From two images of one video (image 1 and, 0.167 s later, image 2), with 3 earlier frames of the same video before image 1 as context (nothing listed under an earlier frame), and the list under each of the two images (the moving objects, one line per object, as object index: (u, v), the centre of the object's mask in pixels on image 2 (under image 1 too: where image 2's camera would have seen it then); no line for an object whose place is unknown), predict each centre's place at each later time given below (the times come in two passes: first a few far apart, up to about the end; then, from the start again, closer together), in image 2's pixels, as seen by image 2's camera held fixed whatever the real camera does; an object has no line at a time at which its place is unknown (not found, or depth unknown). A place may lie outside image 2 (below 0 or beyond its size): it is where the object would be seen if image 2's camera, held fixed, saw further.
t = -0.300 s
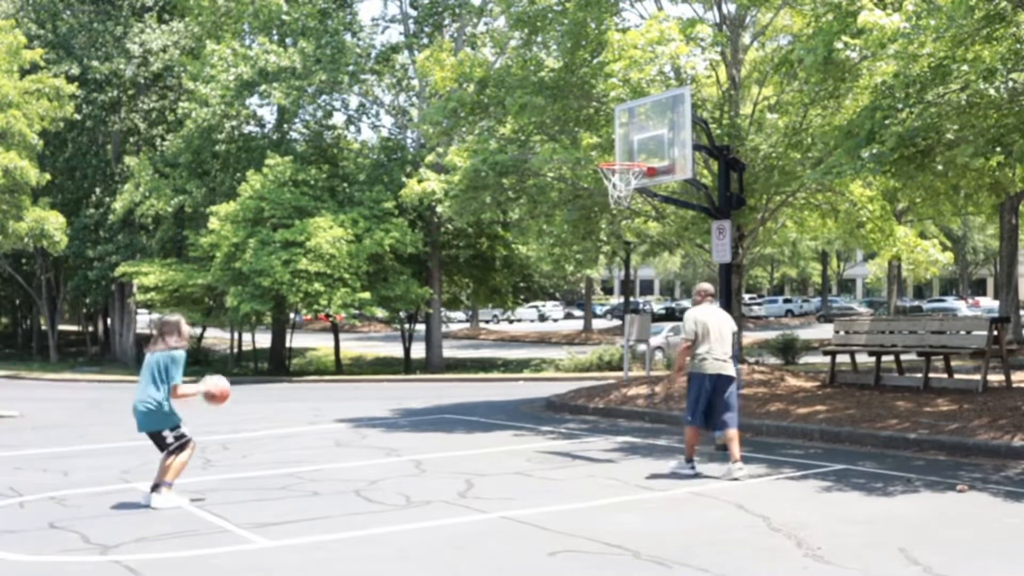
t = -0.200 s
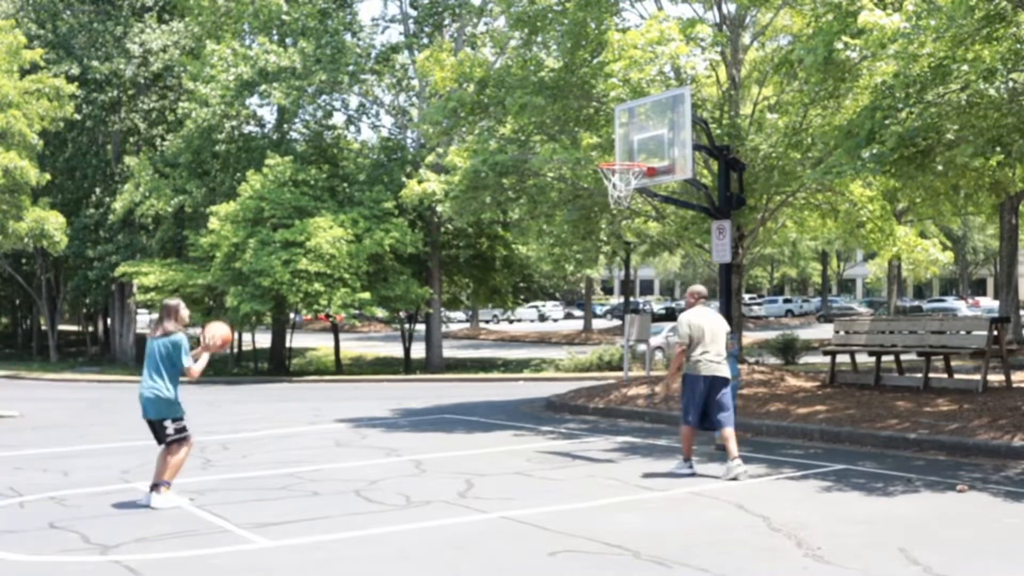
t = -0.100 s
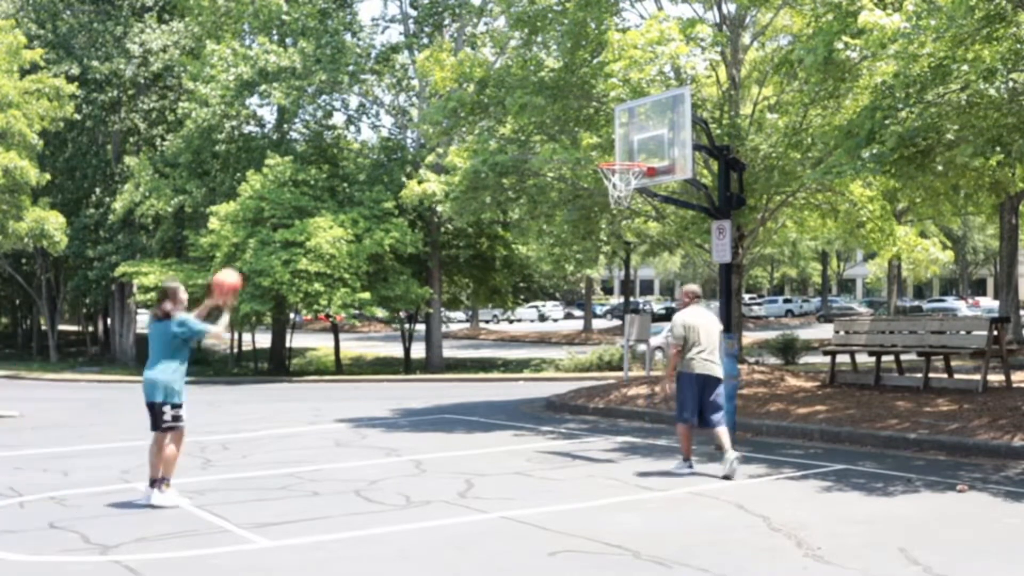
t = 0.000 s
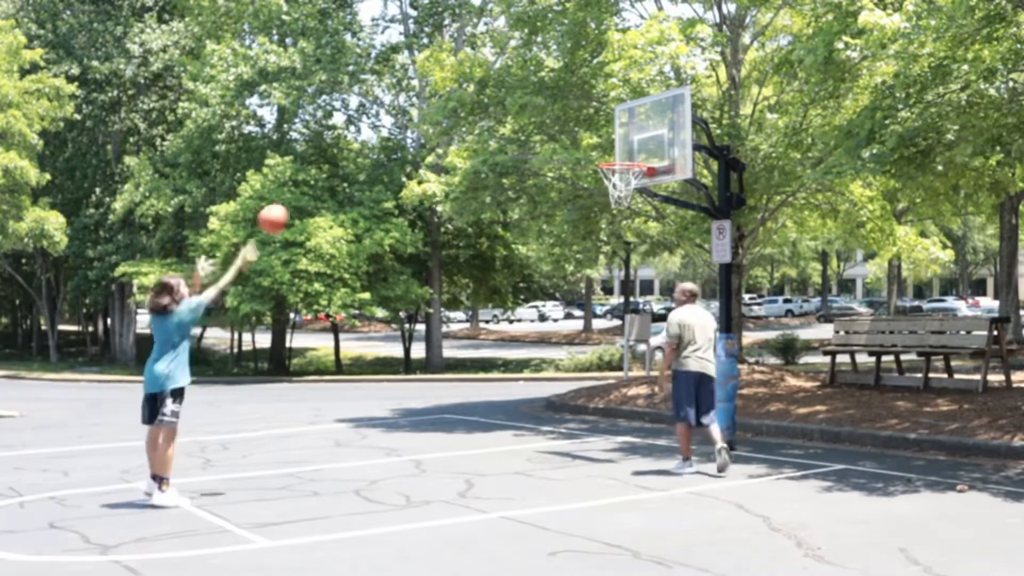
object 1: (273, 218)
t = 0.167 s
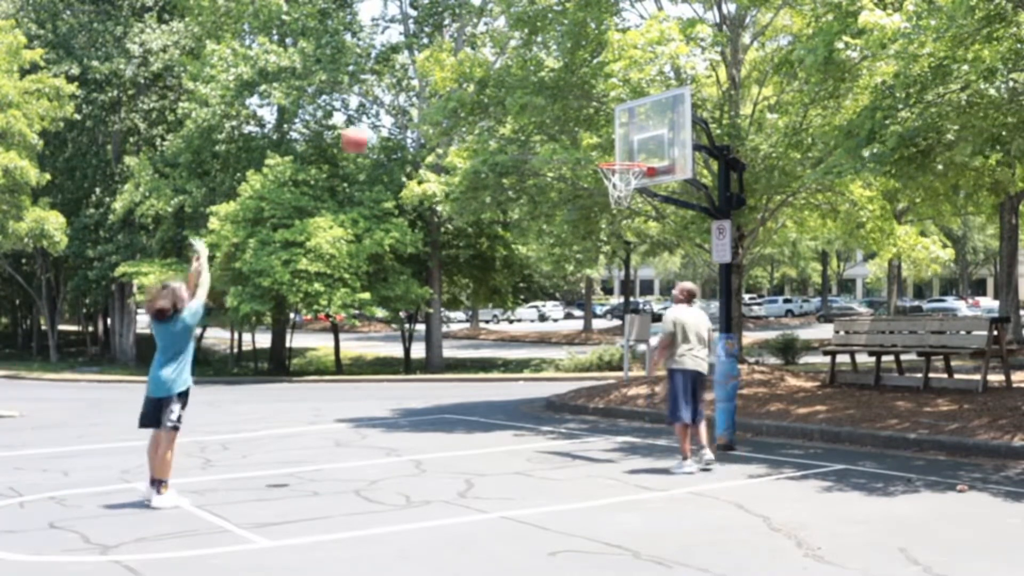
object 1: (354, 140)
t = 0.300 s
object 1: (413, 101)
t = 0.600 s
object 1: (532, 89)
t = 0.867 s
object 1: (622, 147)
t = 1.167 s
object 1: (597, 147)
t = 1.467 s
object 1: (561, 201)
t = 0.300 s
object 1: (413, 101)
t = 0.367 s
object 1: (440, 91)
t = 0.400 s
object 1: (456, 88)
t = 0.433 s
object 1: (469, 85)
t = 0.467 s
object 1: (481, 82)
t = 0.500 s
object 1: (494, 83)
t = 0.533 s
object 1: (507, 83)
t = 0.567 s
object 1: (519, 86)
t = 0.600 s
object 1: (532, 89)
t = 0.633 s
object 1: (543, 93)
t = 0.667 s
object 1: (556, 97)
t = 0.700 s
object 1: (567, 104)
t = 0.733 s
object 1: (578, 110)
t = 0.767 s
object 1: (589, 118)
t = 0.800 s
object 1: (601, 127)
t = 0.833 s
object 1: (611, 136)
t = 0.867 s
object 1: (622, 147)
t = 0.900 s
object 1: (629, 156)
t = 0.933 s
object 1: (625, 155)
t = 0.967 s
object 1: (620, 152)
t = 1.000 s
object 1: (617, 149)
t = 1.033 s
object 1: (612, 147)
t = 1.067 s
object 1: (608, 145)
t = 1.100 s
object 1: (603, 145)
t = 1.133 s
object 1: (600, 145)
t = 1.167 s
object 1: (597, 147)
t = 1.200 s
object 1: (592, 148)
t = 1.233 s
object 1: (589, 153)
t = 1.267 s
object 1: (585, 156)
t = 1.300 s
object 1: (581, 162)
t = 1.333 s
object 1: (576, 168)
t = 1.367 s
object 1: (572, 175)
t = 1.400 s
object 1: (568, 183)
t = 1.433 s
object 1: (565, 192)
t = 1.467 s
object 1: (561, 201)
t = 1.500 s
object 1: (557, 212)
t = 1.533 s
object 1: (553, 223)
